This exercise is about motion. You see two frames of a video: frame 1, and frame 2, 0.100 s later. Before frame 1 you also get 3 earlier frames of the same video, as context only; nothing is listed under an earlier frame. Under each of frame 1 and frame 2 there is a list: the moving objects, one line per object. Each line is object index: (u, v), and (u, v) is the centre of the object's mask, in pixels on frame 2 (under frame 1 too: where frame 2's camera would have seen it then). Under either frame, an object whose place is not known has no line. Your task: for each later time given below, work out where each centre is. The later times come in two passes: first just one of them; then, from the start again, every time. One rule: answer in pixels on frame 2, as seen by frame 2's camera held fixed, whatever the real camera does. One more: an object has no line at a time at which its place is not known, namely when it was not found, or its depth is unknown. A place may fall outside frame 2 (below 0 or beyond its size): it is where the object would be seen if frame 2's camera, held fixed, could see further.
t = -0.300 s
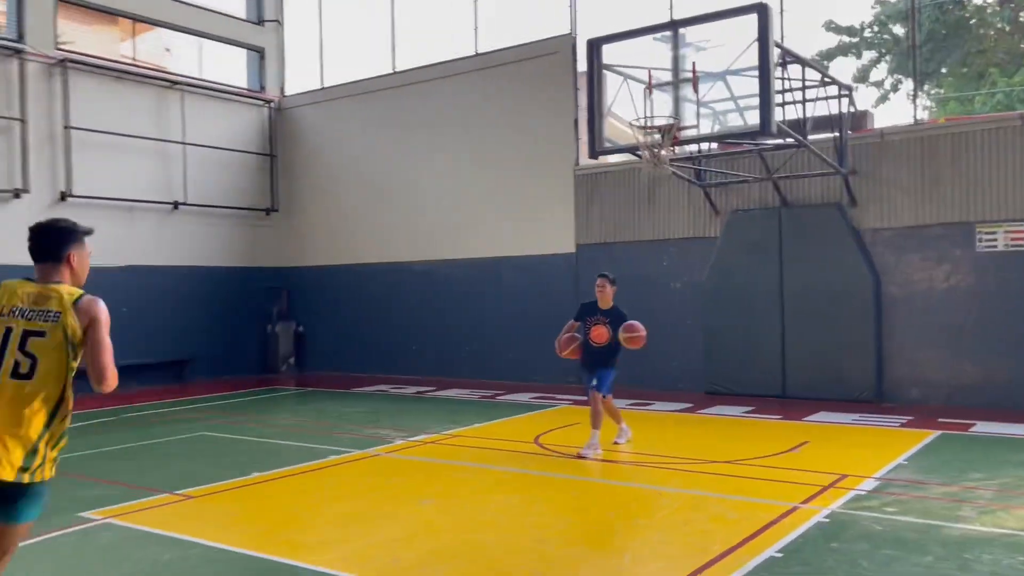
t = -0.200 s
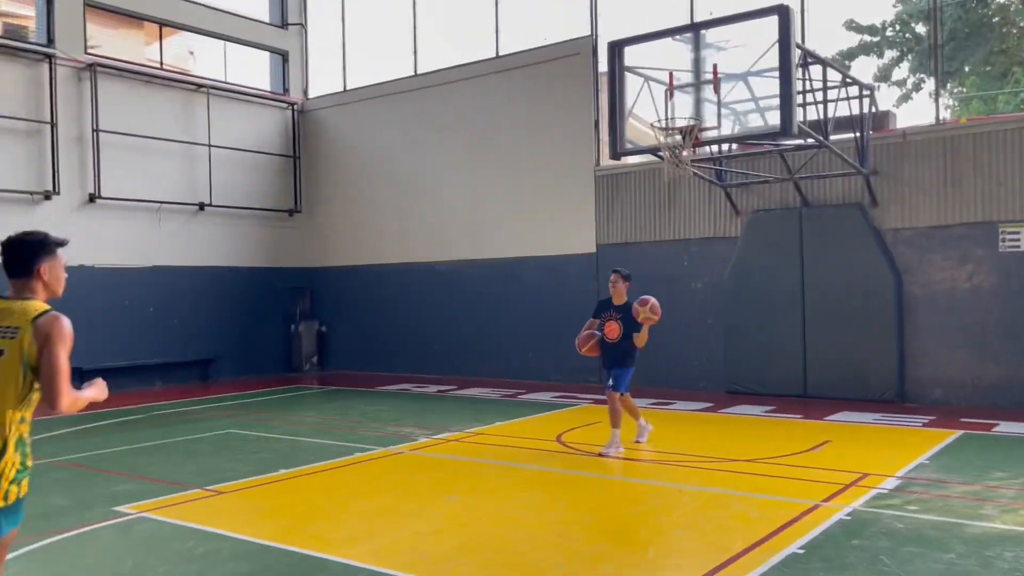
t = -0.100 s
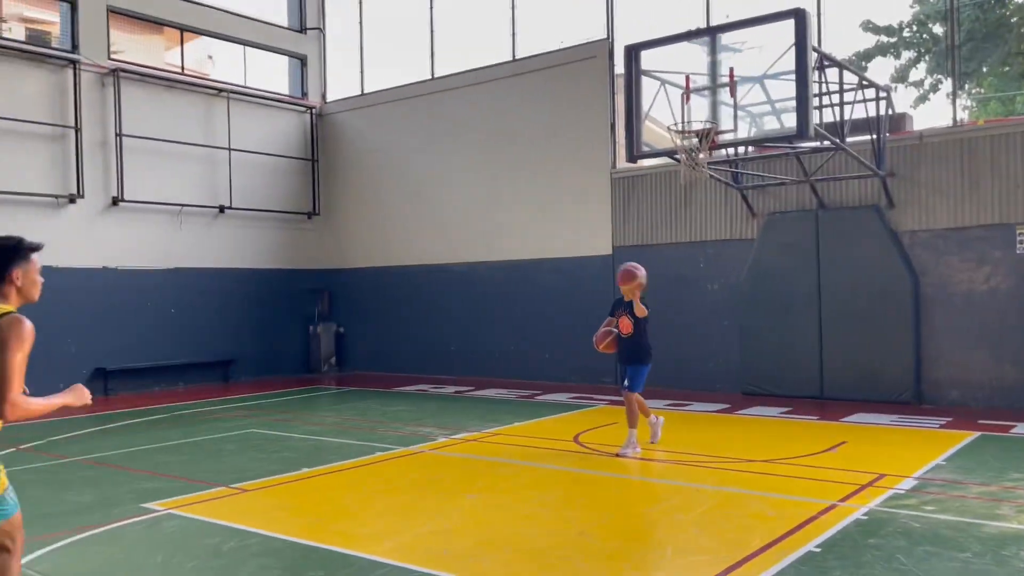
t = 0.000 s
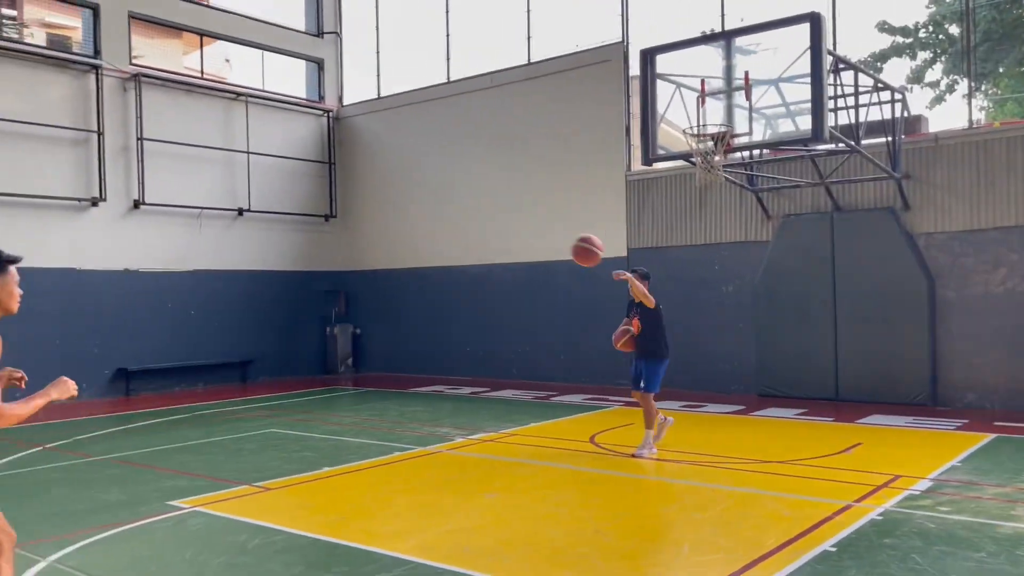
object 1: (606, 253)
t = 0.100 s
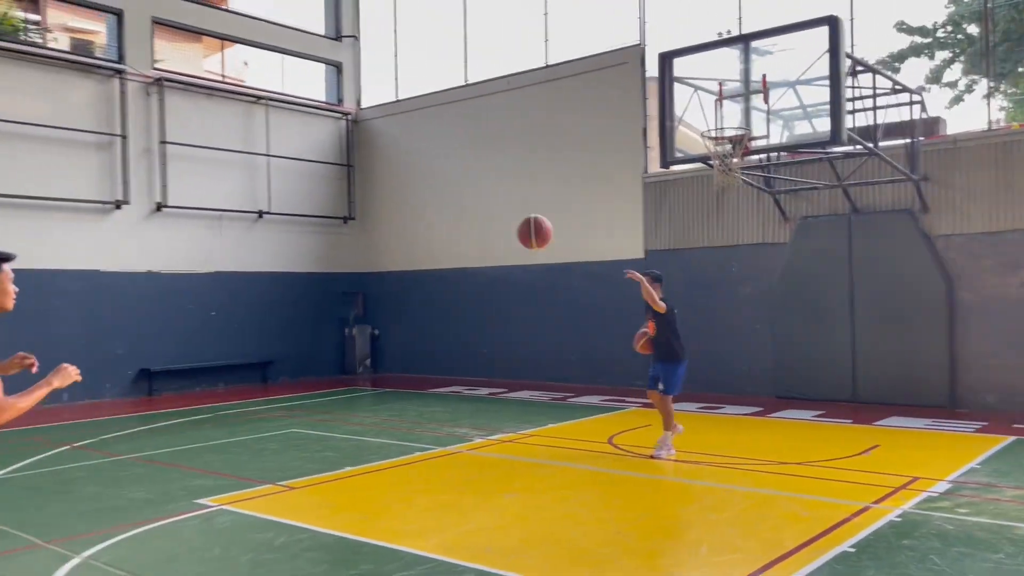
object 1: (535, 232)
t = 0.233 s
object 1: (417, 223)
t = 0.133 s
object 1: (509, 227)
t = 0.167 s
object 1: (480, 225)
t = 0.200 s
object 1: (450, 224)
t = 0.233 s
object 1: (417, 223)
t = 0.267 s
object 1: (382, 224)
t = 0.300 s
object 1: (346, 228)
